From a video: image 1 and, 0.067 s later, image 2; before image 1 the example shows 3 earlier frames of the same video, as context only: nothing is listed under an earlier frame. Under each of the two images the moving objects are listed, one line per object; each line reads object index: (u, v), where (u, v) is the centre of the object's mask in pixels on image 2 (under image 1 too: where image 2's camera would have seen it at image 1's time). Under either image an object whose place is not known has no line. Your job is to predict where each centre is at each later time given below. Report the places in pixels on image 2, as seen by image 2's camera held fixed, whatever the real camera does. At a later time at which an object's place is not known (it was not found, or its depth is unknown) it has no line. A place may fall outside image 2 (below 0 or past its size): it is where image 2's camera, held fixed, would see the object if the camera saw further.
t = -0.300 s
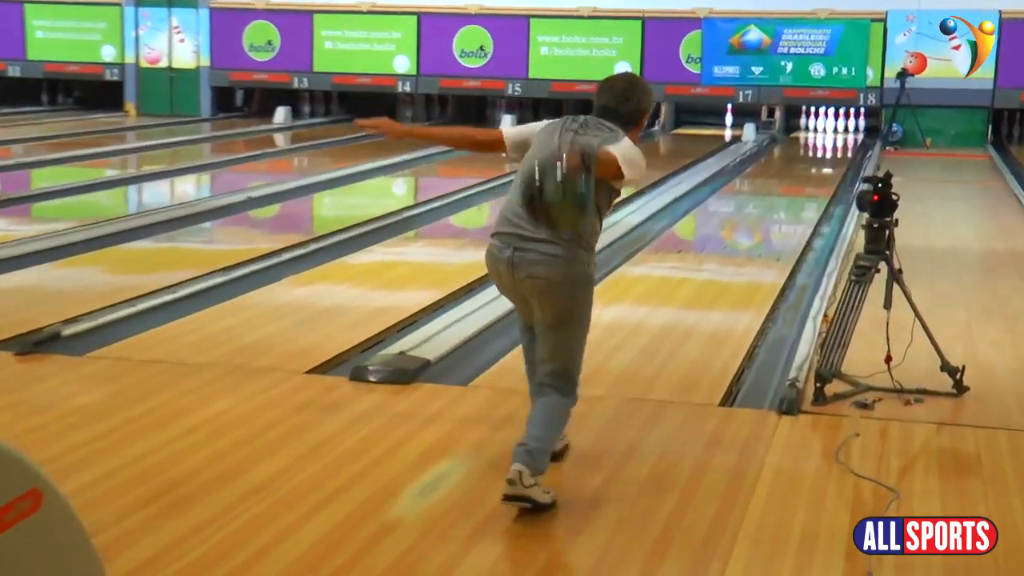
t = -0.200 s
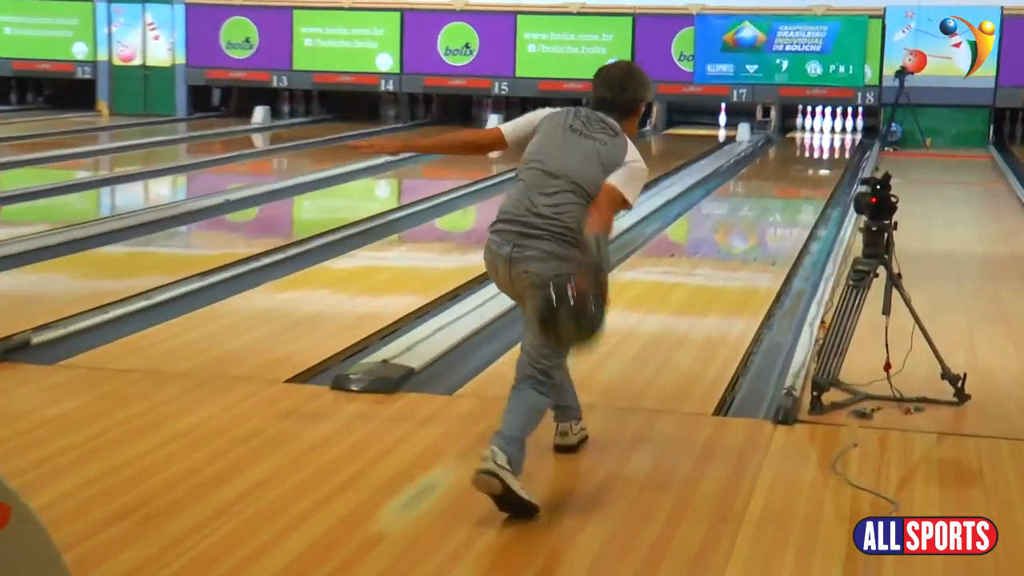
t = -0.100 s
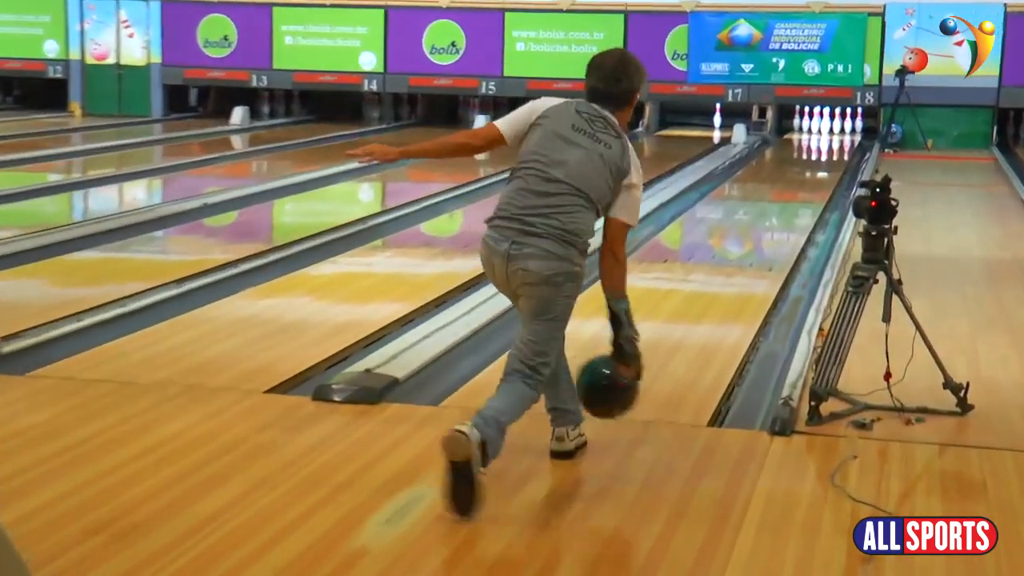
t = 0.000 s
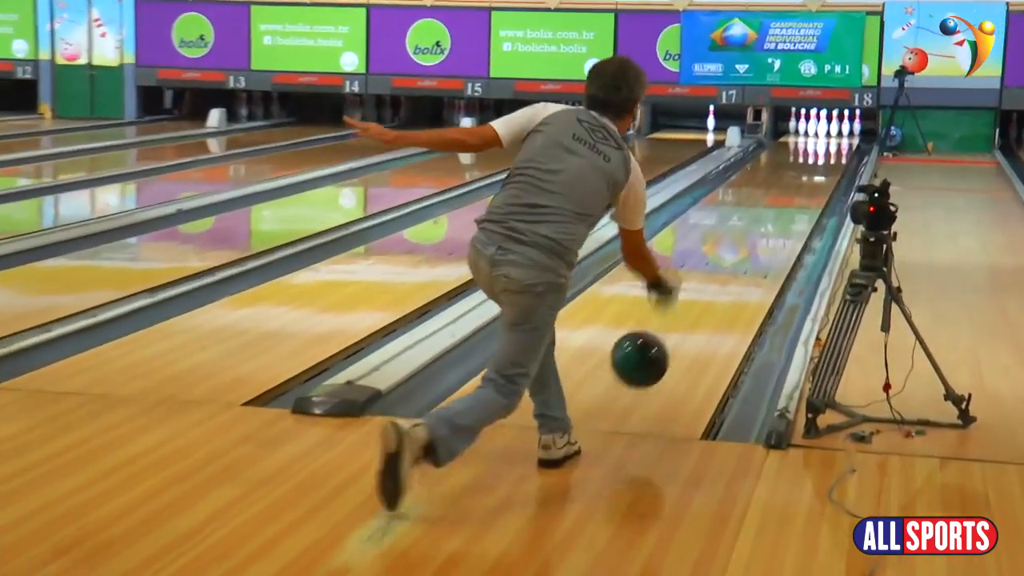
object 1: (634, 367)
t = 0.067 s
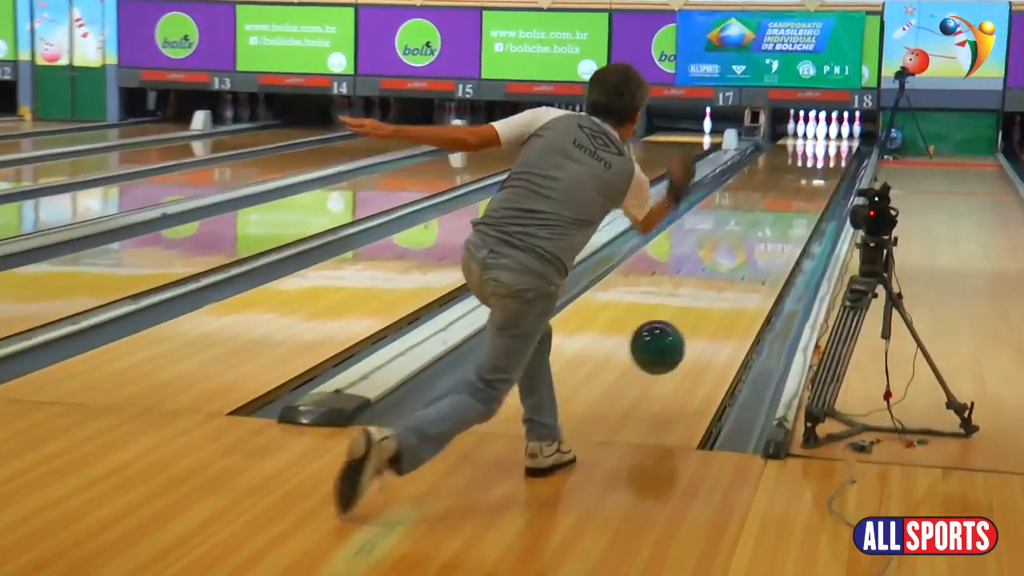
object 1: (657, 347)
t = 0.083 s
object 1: (662, 344)
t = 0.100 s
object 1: (667, 342)
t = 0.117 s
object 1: (672, 340)
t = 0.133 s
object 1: (676, 340)
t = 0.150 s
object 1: (681, 340)
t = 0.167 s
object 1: (685, 341)
